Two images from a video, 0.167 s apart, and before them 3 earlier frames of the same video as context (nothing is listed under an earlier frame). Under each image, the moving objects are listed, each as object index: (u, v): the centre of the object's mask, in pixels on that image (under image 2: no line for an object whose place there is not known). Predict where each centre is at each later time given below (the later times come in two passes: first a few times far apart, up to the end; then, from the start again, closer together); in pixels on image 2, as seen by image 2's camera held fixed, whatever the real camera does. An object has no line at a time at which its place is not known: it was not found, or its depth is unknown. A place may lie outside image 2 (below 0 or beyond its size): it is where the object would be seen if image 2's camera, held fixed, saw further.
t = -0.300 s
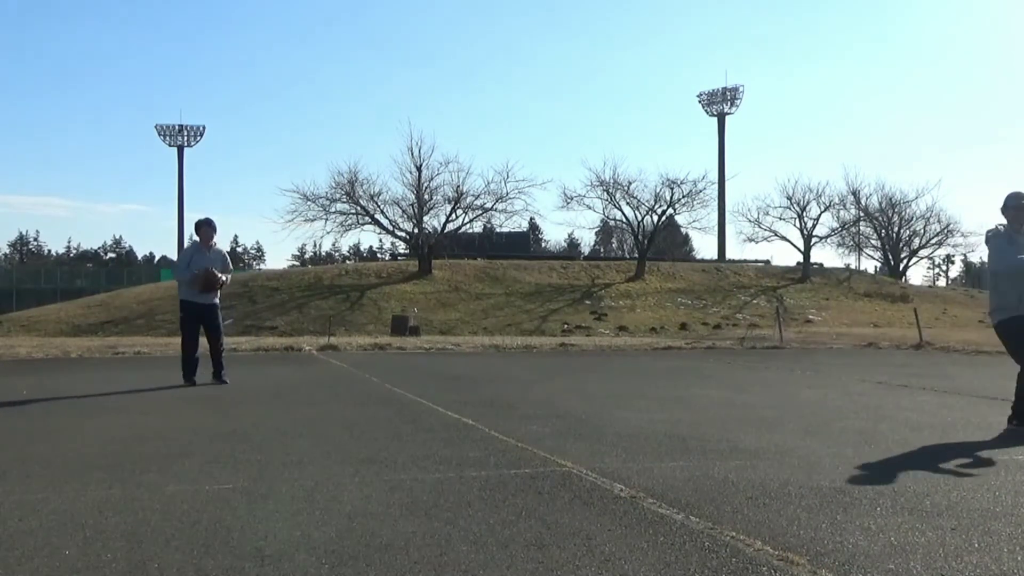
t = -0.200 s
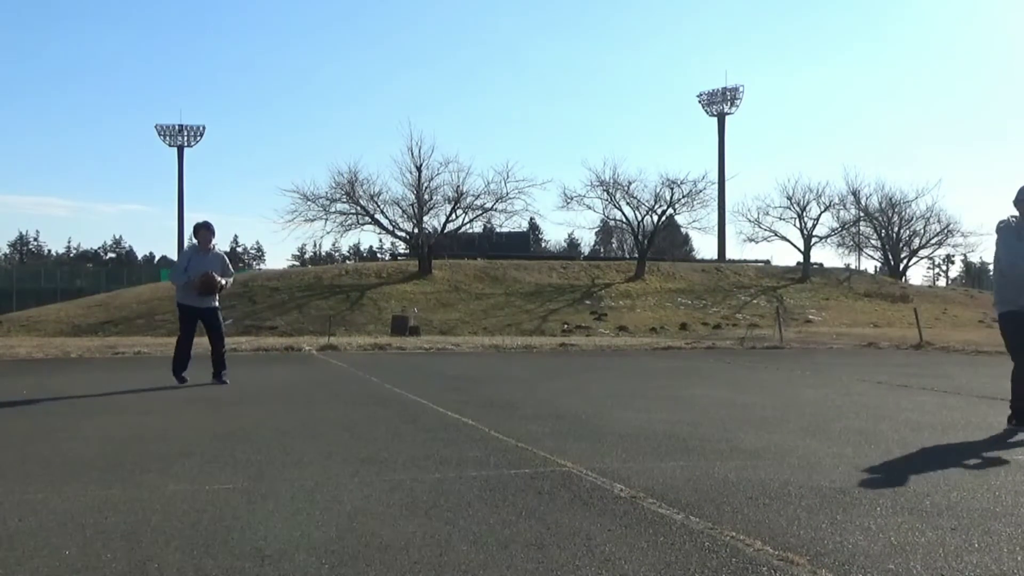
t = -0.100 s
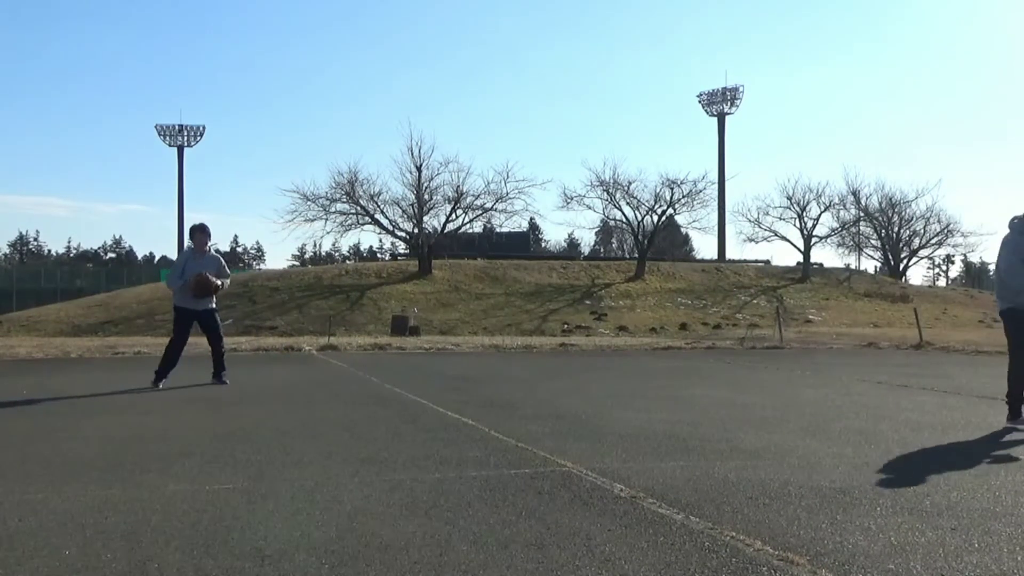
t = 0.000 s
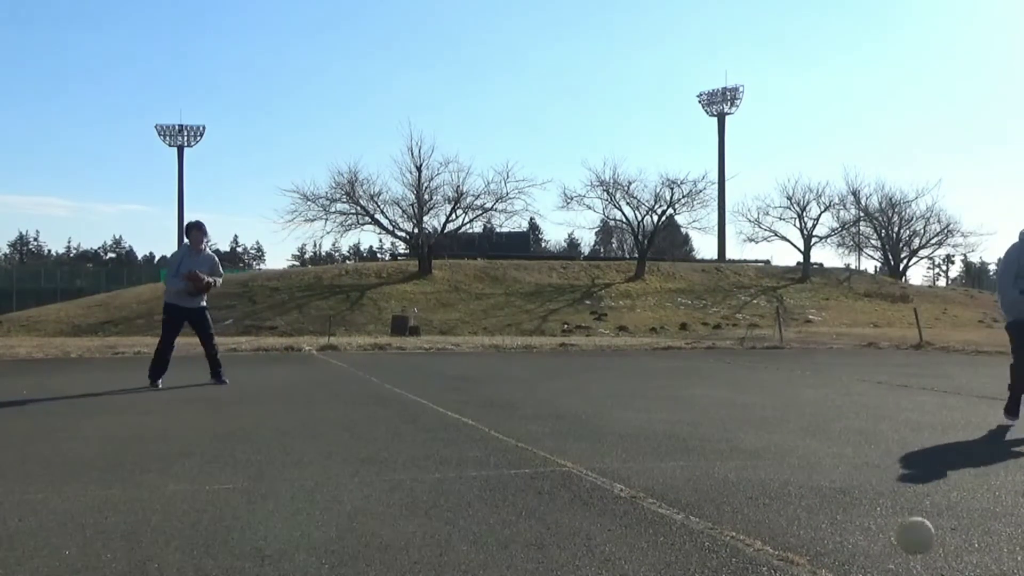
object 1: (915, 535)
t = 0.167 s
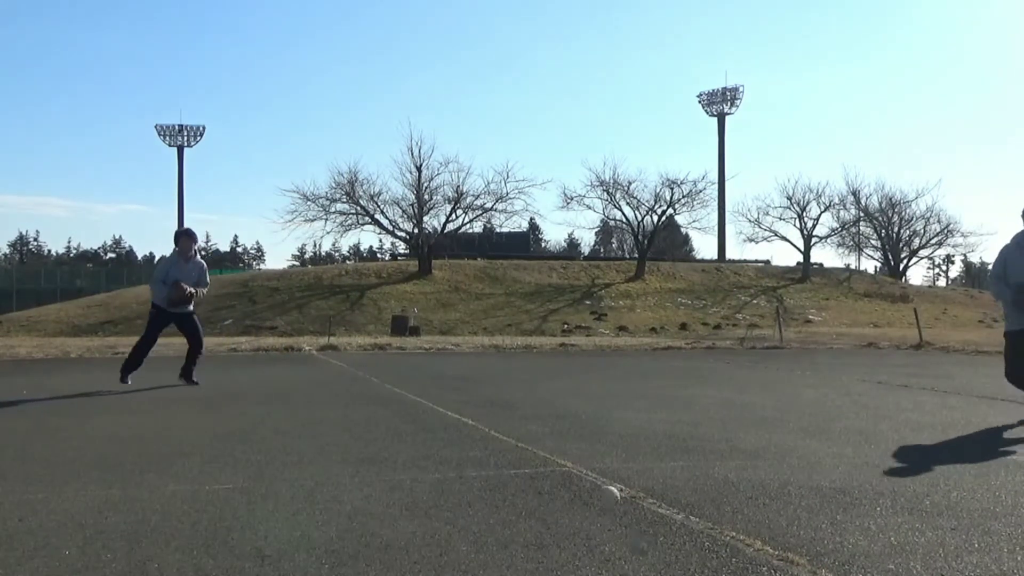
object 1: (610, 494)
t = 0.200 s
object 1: (578, 460)
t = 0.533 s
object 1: (381, 367)
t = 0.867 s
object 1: (275, 411)
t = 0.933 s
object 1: (258, 399)
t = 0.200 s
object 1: (578, 460)
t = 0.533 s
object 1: (381, 367)
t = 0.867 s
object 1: (275, 411)
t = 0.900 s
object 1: (266, 404)
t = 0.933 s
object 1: (258, 399)
